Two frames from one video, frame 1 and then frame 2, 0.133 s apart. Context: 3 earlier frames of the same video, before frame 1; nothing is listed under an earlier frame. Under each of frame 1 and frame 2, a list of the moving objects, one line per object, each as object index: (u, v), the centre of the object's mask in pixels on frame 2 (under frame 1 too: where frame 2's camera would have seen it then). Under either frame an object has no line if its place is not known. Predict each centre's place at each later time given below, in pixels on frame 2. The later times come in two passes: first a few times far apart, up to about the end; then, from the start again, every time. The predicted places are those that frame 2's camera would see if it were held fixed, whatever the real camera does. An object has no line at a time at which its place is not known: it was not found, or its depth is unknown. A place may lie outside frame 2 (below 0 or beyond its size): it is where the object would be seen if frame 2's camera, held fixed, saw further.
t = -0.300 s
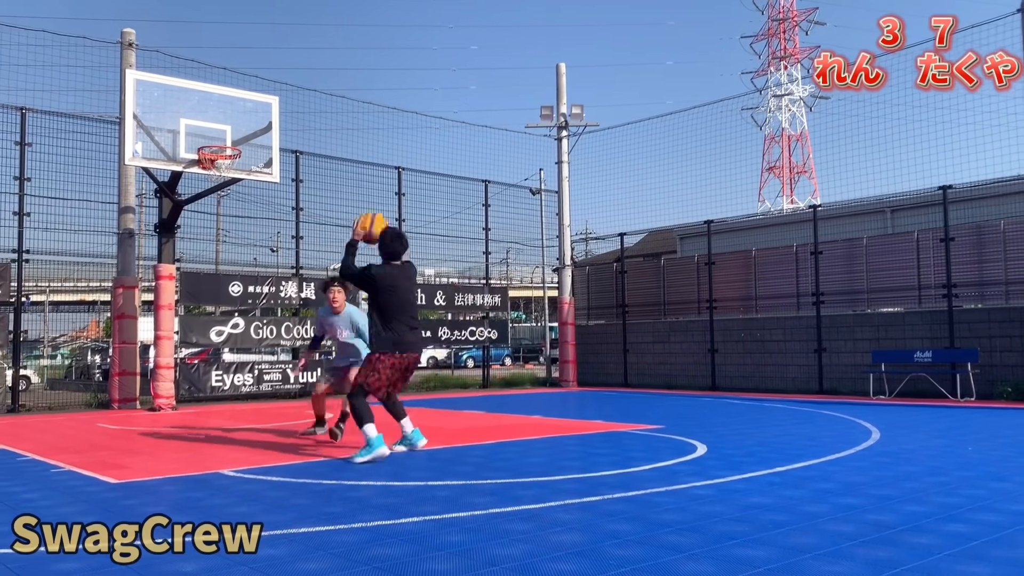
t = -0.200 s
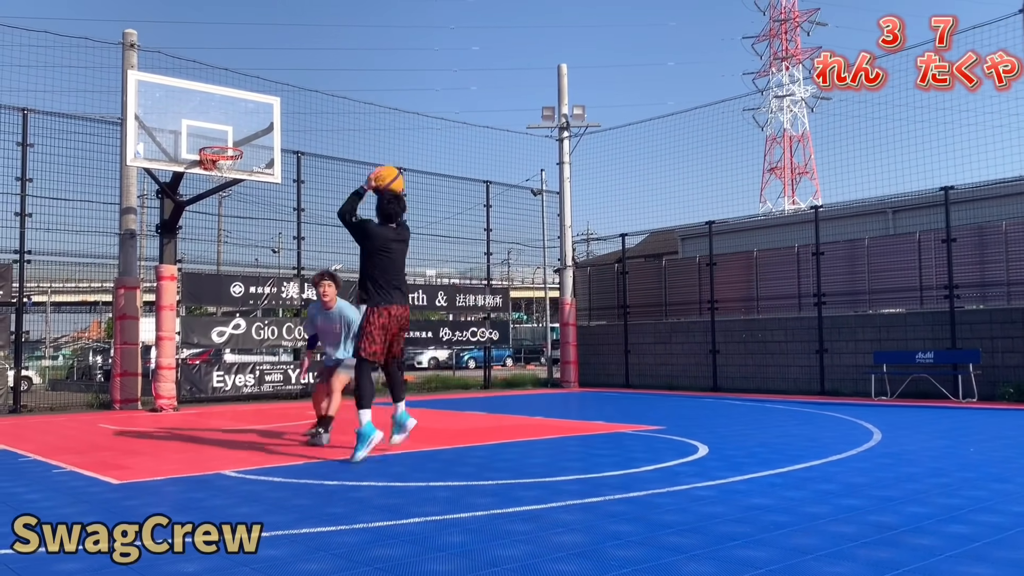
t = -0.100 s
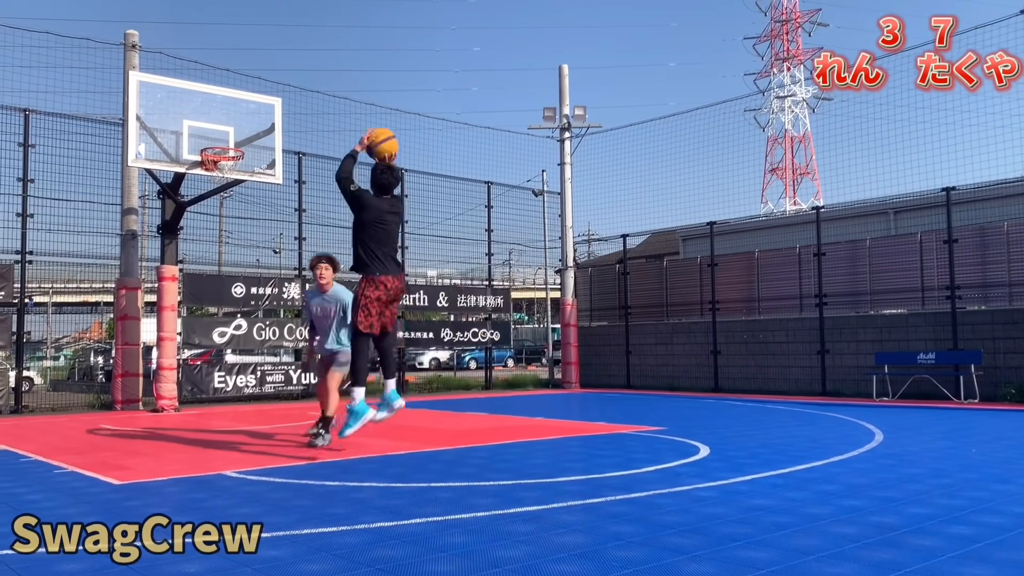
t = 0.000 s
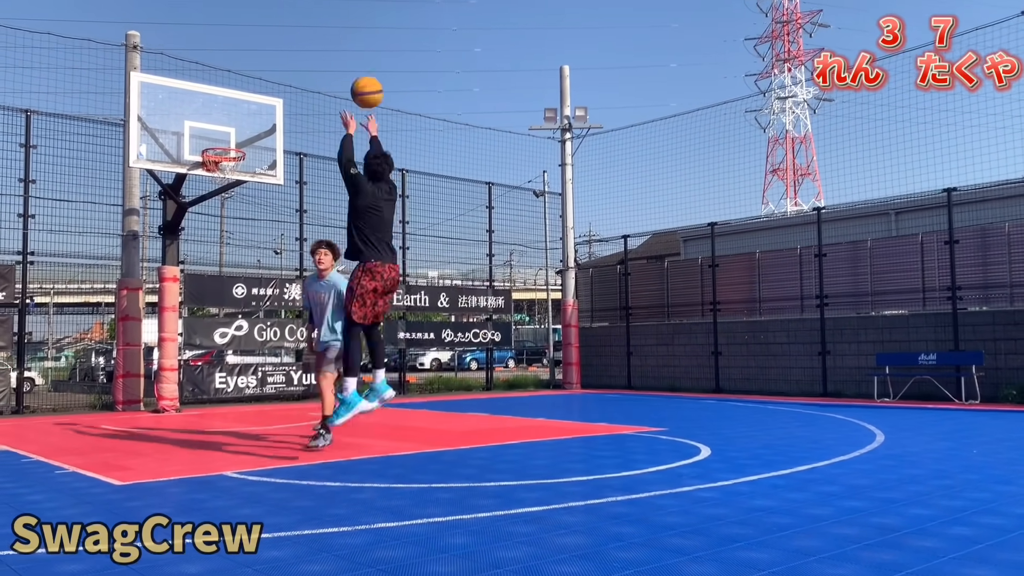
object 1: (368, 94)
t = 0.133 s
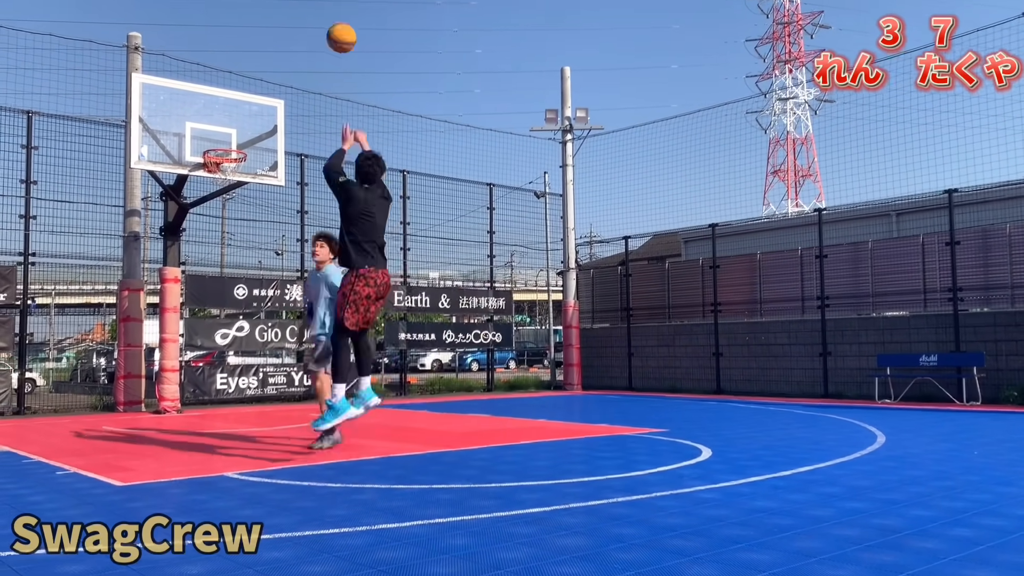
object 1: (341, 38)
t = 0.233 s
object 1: (325, 14)
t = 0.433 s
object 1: (296, 6)
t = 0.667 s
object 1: (267, 41)
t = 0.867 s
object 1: (246, 103)
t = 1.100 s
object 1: (226, 170)
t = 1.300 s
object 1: (213, 179)
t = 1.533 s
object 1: (218, 223)
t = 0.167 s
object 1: (336, 29)
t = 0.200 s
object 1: (330, 21)
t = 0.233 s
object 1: (325, 14)
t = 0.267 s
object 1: (319, 11)
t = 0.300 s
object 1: (314, 8)
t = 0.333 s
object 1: (310, 7)
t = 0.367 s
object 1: (305, 6)
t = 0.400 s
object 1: (300, 6)
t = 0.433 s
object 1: (296, 6)
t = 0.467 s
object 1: (291, 8)
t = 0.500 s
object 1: (287, 11)
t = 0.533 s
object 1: (283, 15)
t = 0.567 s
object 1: (279, 21)
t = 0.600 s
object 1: (275, 26)
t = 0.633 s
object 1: (271, 34)
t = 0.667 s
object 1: (267, 41)
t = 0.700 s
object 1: (263, 50)
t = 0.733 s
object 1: (260, 59)
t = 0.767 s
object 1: (257, 69)
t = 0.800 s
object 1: (253, 80)
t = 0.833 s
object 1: (249, 91)
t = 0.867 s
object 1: (246, 103)
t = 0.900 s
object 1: (243, 116)
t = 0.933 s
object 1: (239, 129)
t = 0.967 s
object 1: (236, 142)
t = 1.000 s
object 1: (233, 158)
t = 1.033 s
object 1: (229, 169)
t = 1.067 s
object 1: (229, 171)
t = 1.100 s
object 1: (226, 170)
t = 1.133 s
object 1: (222, 172)
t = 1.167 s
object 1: (218, 172)
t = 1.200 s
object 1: (215, 172)
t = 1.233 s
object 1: (213, 175)
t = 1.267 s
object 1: (213, 177)
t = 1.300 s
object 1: (213, 179)
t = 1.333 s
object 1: (214, 182)
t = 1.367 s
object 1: (215, 186)
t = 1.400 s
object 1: (216, 191)
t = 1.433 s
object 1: (216, 198)
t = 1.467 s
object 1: (216, 205)
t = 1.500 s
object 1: (218, 214)
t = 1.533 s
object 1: (218, 223)
